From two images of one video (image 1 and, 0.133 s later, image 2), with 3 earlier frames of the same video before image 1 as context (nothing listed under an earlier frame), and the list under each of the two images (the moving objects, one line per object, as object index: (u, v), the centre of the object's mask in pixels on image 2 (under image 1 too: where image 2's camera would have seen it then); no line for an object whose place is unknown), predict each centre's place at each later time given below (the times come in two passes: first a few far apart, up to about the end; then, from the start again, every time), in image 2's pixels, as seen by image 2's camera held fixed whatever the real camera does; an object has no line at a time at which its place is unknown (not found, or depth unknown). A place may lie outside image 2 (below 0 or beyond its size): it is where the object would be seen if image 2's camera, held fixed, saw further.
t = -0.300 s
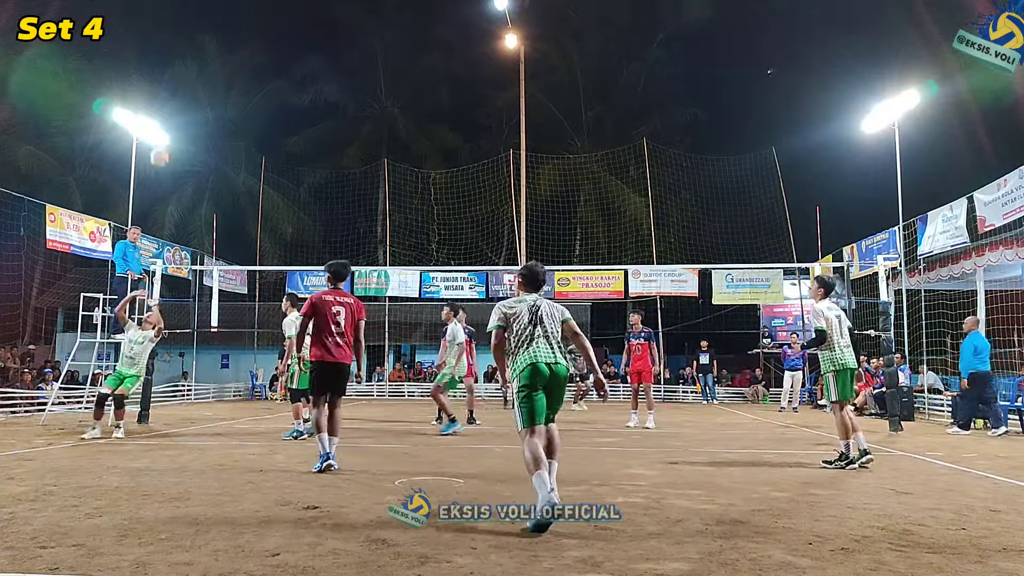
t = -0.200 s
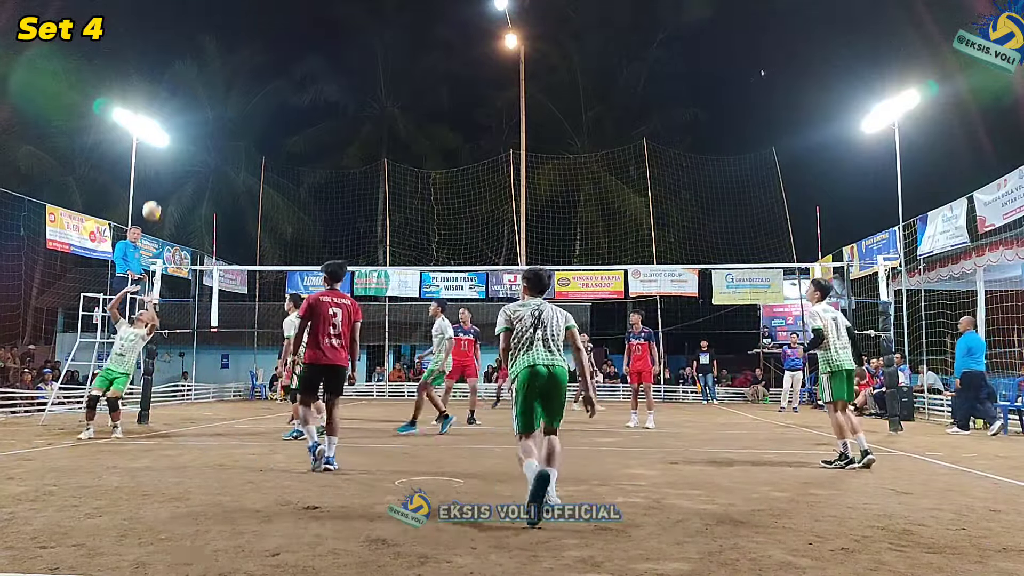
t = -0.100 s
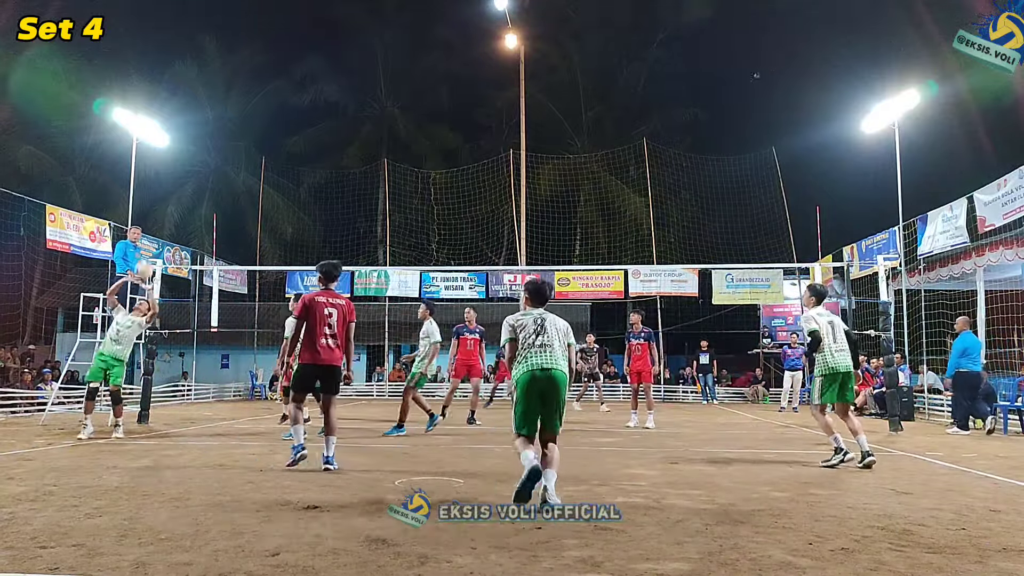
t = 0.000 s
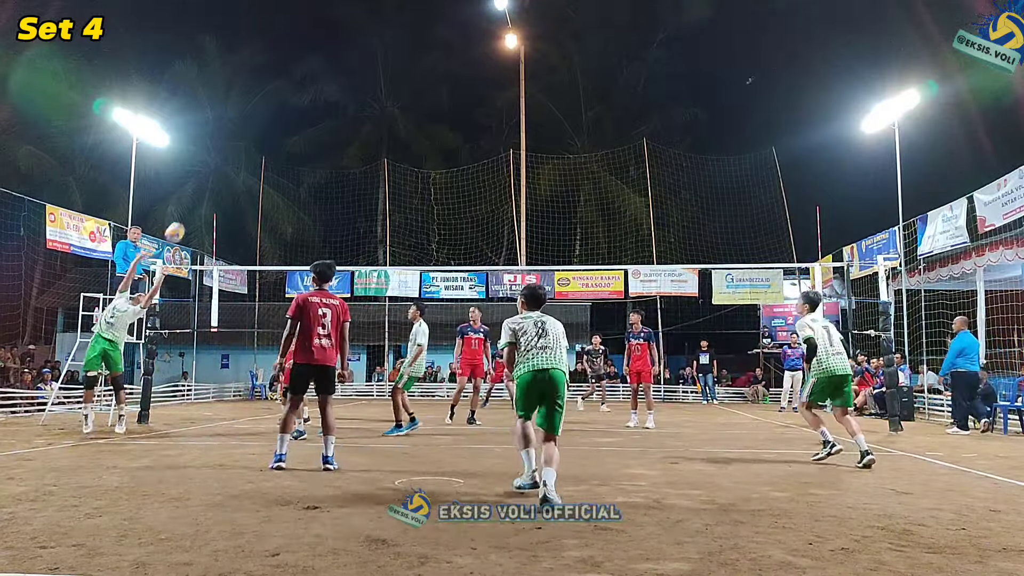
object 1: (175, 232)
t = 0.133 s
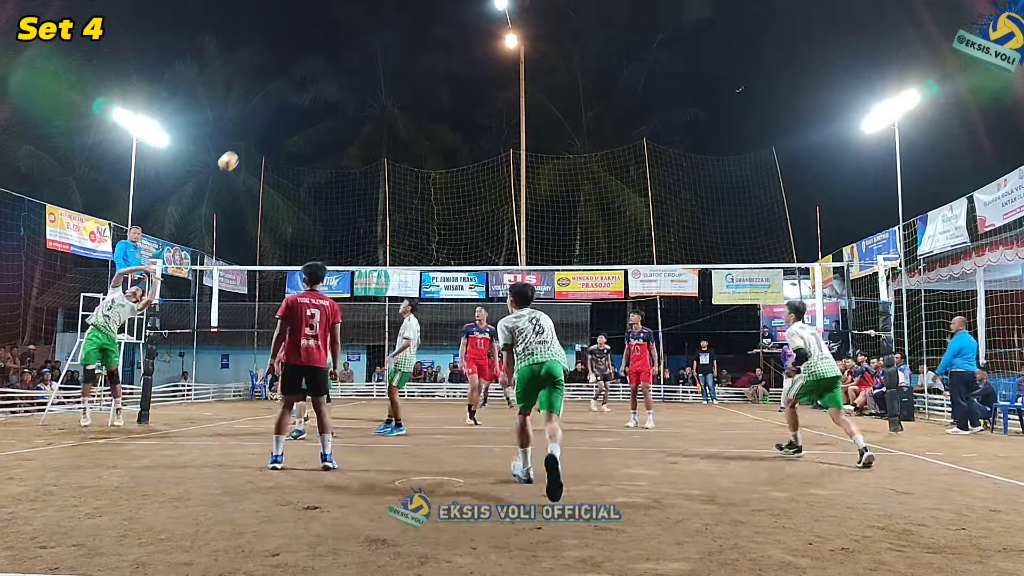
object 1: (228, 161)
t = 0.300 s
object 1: (293, 95)
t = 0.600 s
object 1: (402, 34)
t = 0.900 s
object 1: (506, 40)
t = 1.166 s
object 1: (593, 100)
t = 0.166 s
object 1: (242, 146)
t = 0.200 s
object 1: (254, 132)
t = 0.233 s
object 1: (267, 119)
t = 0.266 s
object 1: (280, 107)
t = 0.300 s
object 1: (293, 95)
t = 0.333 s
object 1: (305, 85)
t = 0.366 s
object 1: (318, 76)
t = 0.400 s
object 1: (330, 67)
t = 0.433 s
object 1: (342, 59)
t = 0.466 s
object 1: (354, 53)
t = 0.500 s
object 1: (367, 47)
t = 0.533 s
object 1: (378, 41)
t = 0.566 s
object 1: (390, 37)
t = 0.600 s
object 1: (402, 34)
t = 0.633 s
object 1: (414, 31)
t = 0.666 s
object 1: (425, 29)
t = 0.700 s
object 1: (437, 28)
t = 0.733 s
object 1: (448, 28)
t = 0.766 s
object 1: (460, 29)
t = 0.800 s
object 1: (471, 30)
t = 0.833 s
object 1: (482, 32)
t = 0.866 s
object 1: (494, 35)
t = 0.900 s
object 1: (506, 40)
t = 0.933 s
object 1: (515, 43)
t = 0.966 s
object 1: (528, 50)
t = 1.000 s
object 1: (539, 56)
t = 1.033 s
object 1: (550, 64)
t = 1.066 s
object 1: (561, 71)
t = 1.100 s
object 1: (572, 81)
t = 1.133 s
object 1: (583, 90)
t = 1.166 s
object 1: (593, 100)
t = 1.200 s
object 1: (604, 112)
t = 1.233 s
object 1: (615, 124)
